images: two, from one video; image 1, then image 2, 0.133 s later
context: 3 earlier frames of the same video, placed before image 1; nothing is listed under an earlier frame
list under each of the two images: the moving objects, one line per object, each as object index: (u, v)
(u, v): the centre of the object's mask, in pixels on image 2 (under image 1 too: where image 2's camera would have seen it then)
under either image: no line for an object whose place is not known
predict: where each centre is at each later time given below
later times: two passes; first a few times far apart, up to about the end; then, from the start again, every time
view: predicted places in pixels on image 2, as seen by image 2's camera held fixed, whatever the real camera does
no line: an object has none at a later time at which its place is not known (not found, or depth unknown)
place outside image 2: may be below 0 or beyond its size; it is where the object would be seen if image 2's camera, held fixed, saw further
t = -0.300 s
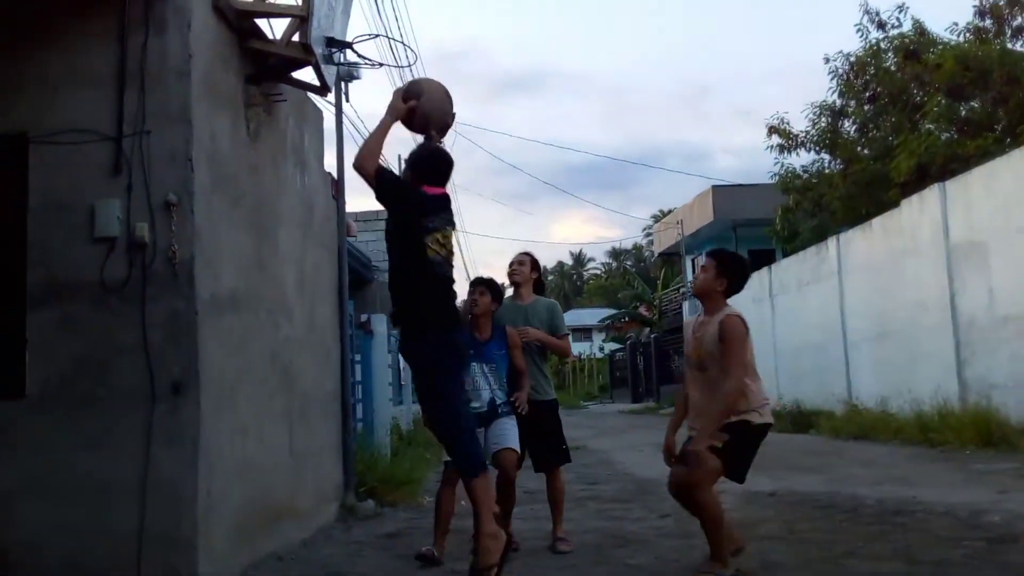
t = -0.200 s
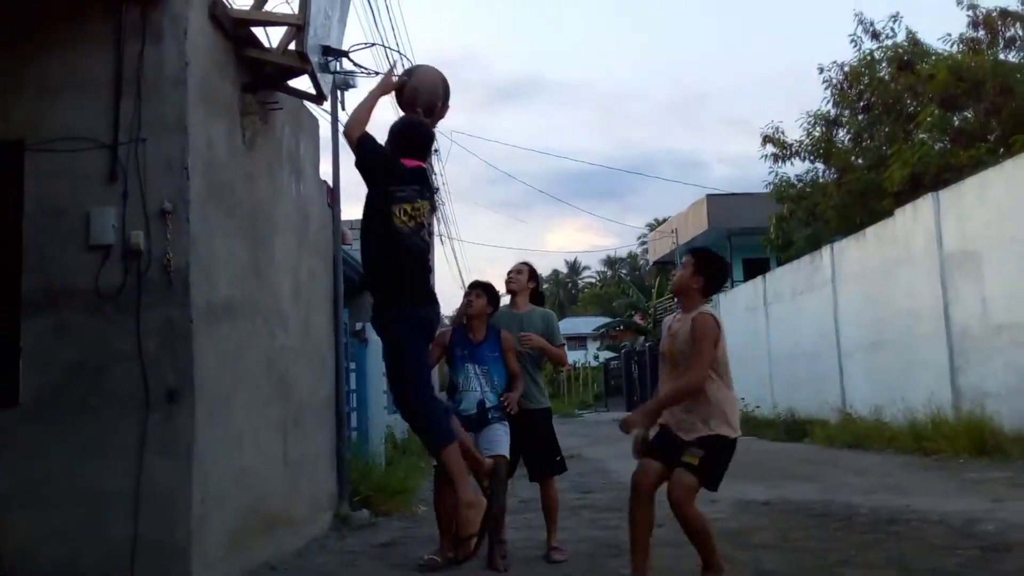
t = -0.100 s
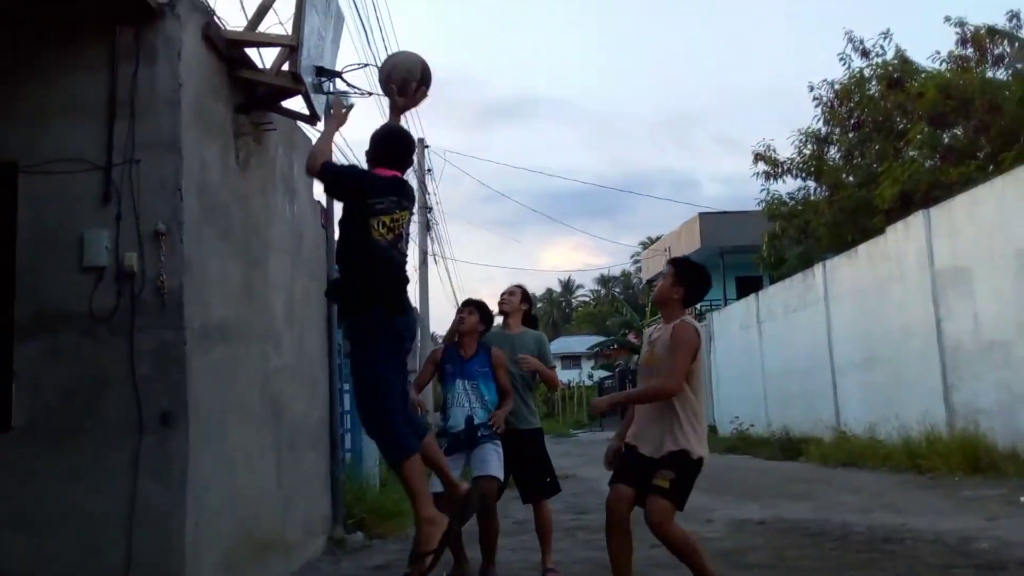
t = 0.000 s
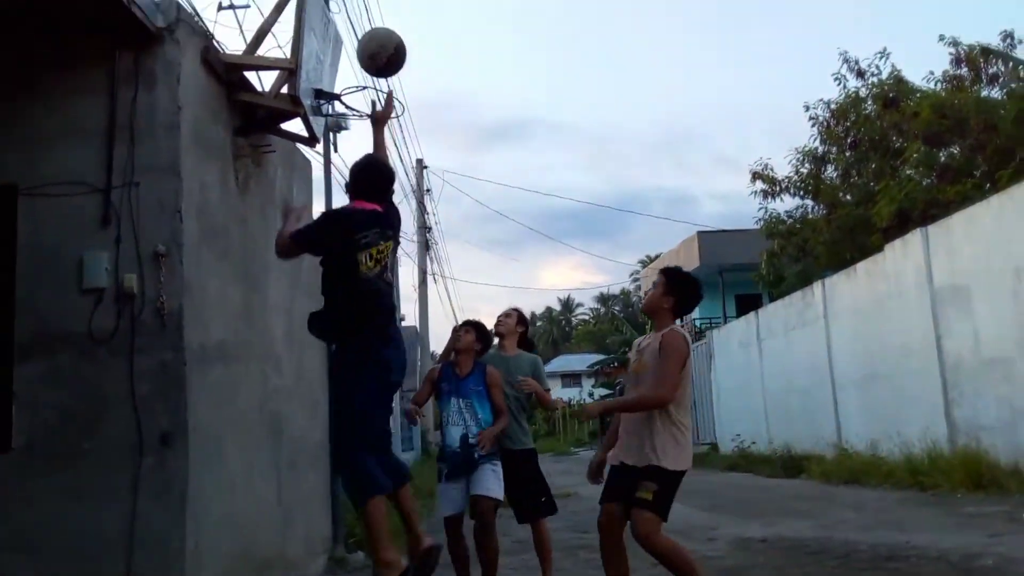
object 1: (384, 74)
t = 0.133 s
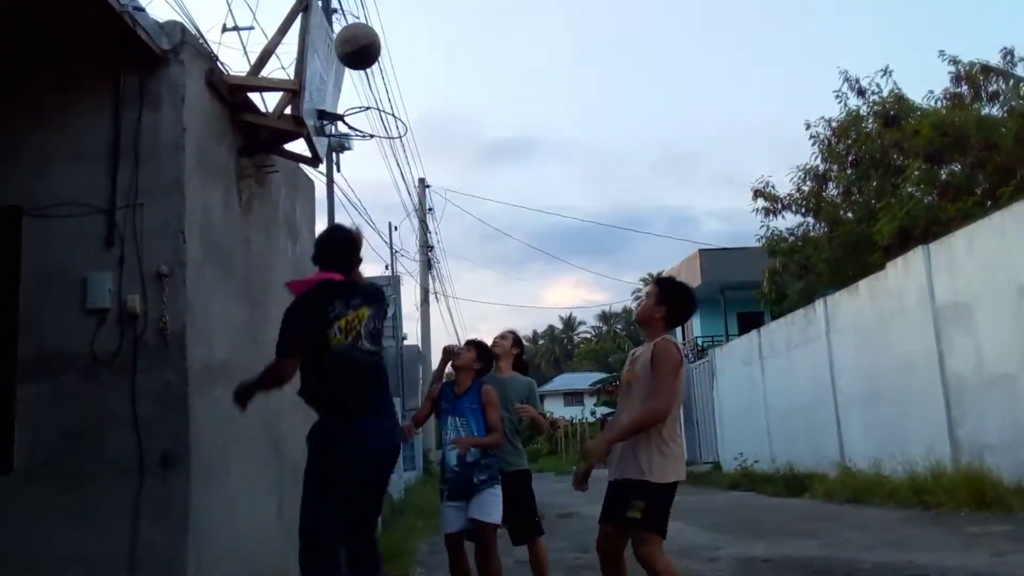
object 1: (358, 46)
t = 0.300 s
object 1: (348, 61)
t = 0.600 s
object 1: (401, 104)
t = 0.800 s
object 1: (425, 113)
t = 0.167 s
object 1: (352, 45)
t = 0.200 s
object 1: (346, 47)
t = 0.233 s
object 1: (340, 50)
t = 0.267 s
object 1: (341, 55)
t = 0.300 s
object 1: (348, 61)
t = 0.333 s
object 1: (356, 68)
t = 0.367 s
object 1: (363, 78)
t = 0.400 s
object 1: (370, 88)
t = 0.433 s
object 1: (378, 101)
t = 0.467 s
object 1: (385, 116)
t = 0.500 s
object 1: (390, 120)
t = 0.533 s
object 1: (393, 114)
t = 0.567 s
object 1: (397, 108)
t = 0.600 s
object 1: (401, 104)
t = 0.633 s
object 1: (404, 102)
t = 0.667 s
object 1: (408, 101)
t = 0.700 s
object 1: (412, 103)
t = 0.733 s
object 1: (416, 105)
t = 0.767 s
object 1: (420, 108)
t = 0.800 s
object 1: (425, 113)
